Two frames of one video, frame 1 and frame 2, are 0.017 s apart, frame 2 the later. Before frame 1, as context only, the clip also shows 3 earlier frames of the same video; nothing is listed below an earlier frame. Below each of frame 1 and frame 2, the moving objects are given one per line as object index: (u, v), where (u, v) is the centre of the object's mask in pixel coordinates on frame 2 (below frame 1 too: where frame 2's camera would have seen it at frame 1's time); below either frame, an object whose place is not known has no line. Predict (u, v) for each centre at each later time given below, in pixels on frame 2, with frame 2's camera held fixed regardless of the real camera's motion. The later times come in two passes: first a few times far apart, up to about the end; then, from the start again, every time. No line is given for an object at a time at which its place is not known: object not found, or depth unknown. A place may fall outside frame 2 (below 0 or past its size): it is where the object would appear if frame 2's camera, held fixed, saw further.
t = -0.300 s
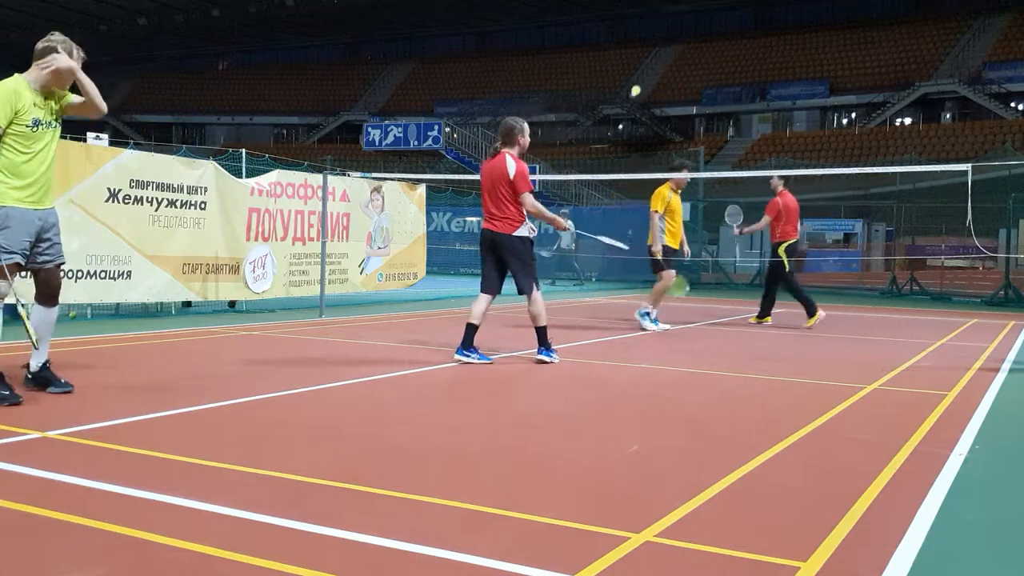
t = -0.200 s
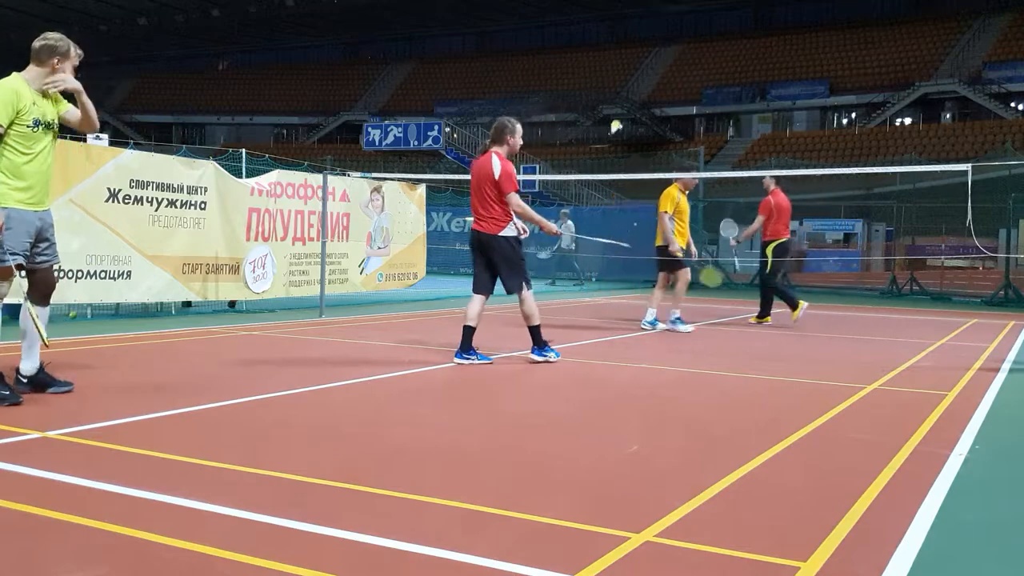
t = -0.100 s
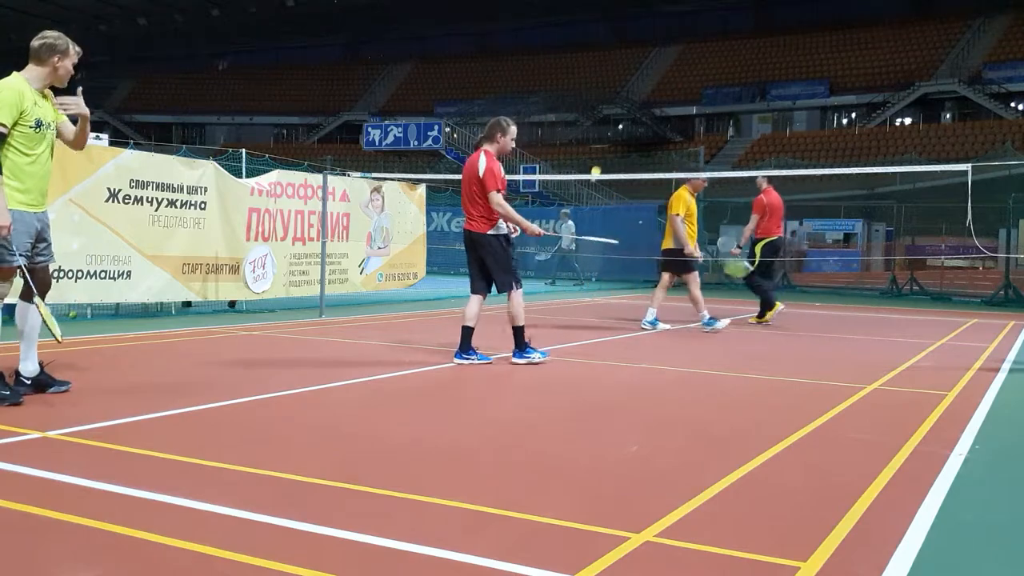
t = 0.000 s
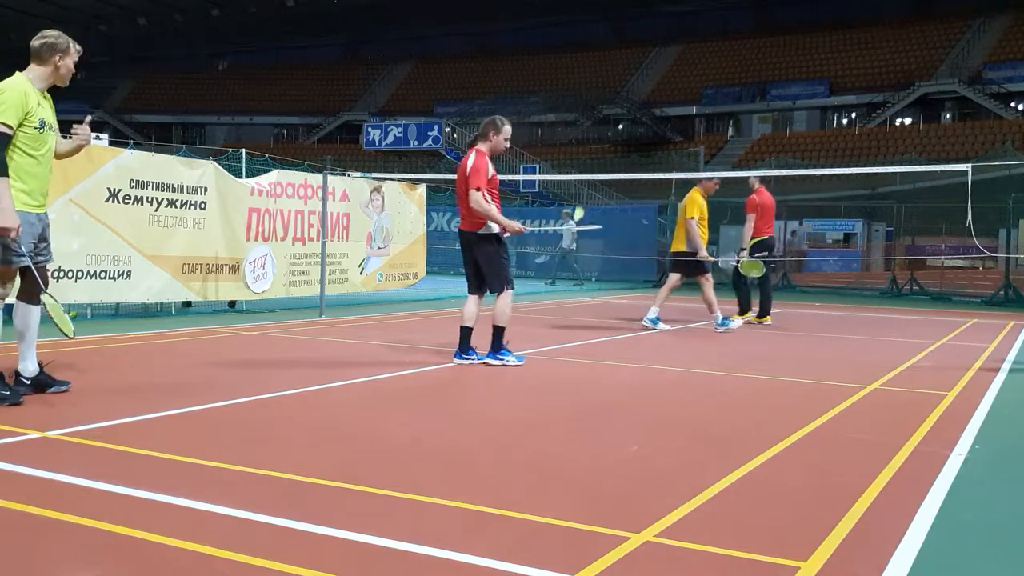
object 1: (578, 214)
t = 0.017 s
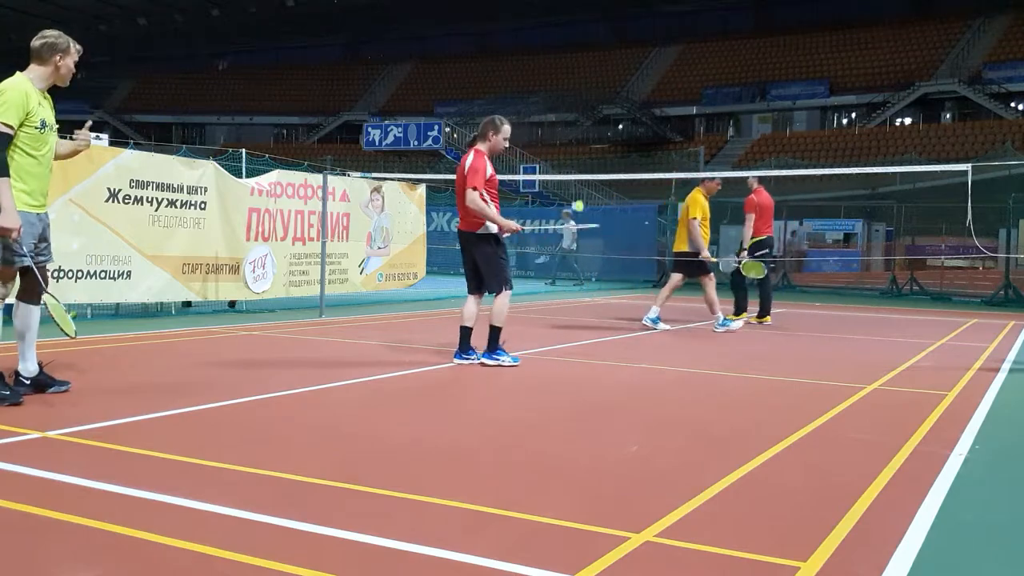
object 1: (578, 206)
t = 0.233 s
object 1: (555, 116)
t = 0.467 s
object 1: (542, 111)
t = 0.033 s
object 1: (576, 199)
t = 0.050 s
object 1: (572, 191)
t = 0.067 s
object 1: (570, 181)
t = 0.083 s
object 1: (567, 172)
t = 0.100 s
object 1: (565, 164)
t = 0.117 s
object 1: (564, 156)
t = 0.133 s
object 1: (563, 148)
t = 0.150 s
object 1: (562, 142)
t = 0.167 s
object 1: (562, 136)
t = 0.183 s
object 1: (561, 130)
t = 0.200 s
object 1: (559, 125)
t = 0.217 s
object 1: (558, 121)
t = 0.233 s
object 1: (555, 116)
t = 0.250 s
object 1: (554, 113)
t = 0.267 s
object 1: (553, 110)
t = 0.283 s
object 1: (552, 108)
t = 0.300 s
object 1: (551, 106)
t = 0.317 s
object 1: (550, 105)
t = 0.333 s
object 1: (549, 105)
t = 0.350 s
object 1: (549, 105)
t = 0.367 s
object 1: (548, 104)
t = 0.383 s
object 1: (547, 105)
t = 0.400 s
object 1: (546, 105)
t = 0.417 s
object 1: (545, 106)
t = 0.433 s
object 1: (544, 107)
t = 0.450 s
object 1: (543, 109)
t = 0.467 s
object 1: (542, 111)
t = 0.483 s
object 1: (541, 113)
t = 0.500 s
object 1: (539, 116)
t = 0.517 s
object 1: (538, 119)
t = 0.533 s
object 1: (536, 122)
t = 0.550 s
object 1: (535, 127)
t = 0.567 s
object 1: (534, 131)
